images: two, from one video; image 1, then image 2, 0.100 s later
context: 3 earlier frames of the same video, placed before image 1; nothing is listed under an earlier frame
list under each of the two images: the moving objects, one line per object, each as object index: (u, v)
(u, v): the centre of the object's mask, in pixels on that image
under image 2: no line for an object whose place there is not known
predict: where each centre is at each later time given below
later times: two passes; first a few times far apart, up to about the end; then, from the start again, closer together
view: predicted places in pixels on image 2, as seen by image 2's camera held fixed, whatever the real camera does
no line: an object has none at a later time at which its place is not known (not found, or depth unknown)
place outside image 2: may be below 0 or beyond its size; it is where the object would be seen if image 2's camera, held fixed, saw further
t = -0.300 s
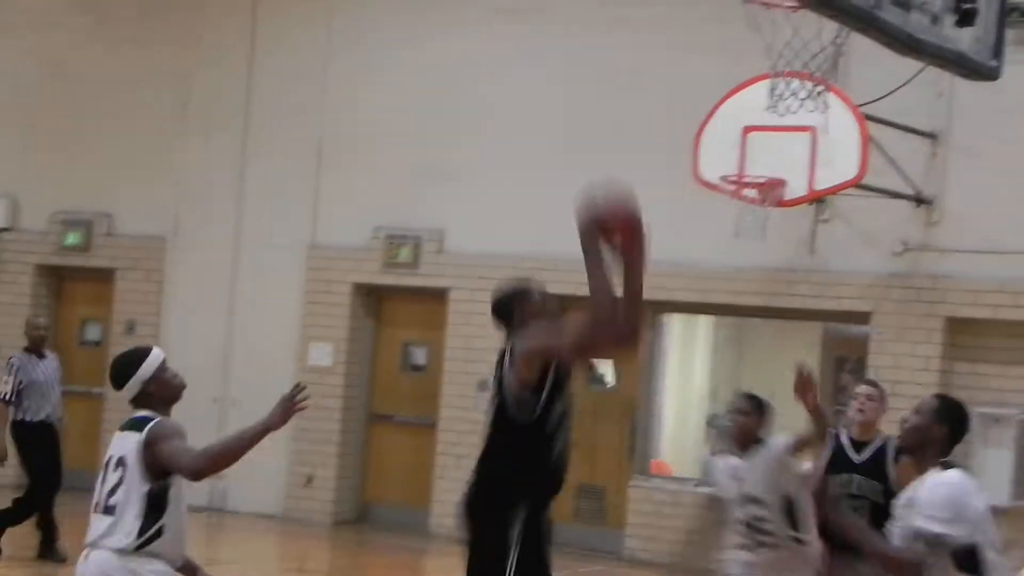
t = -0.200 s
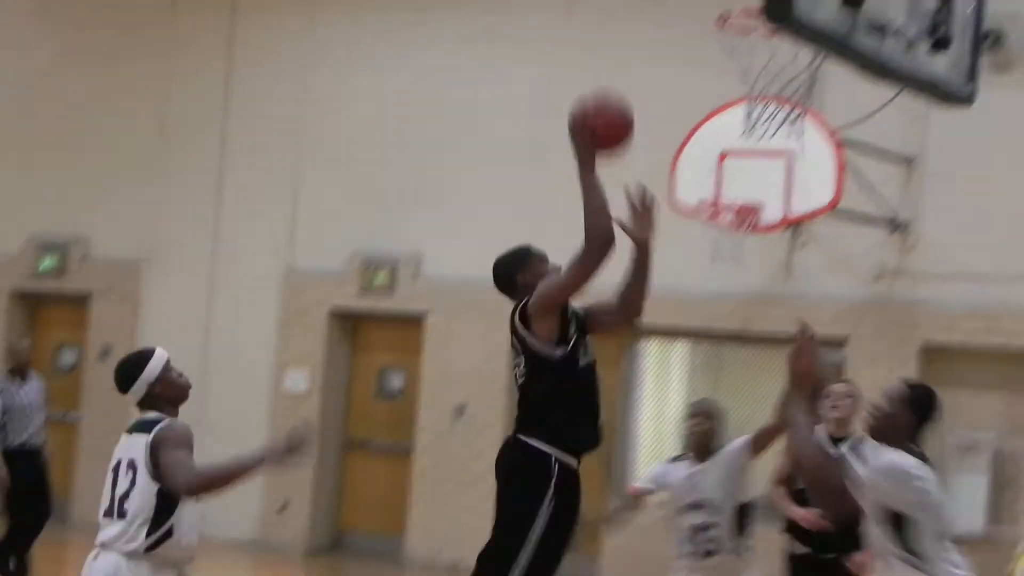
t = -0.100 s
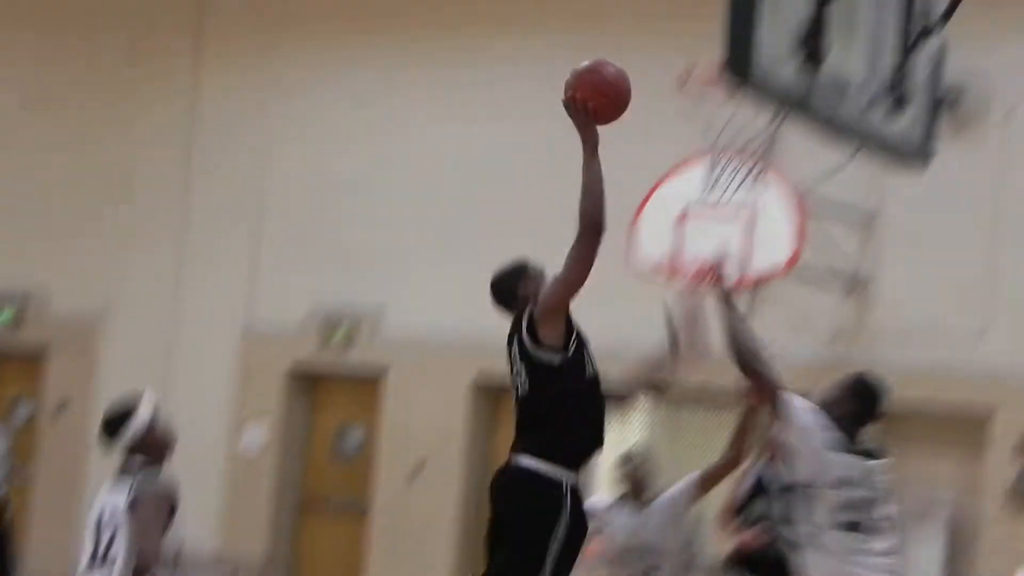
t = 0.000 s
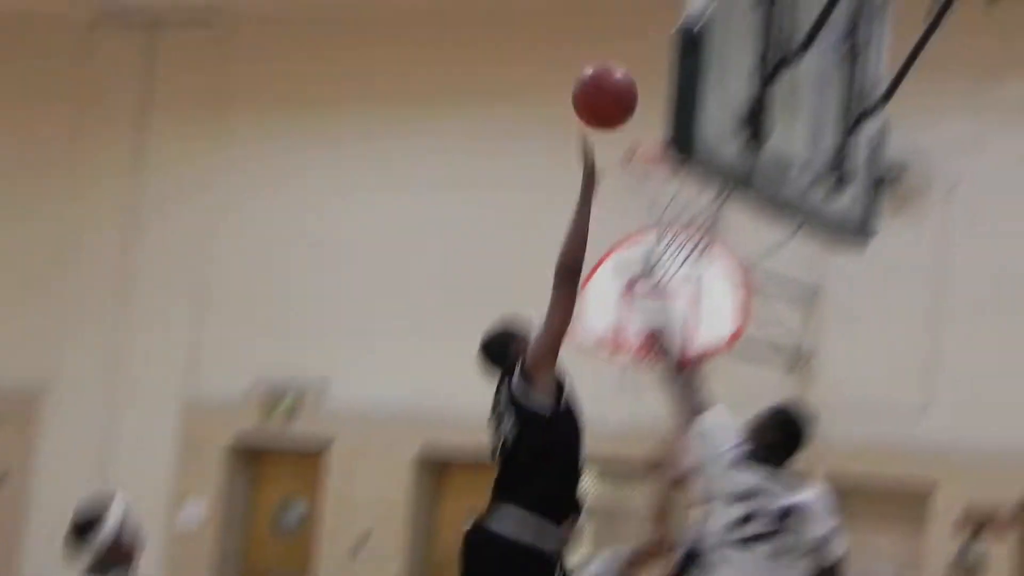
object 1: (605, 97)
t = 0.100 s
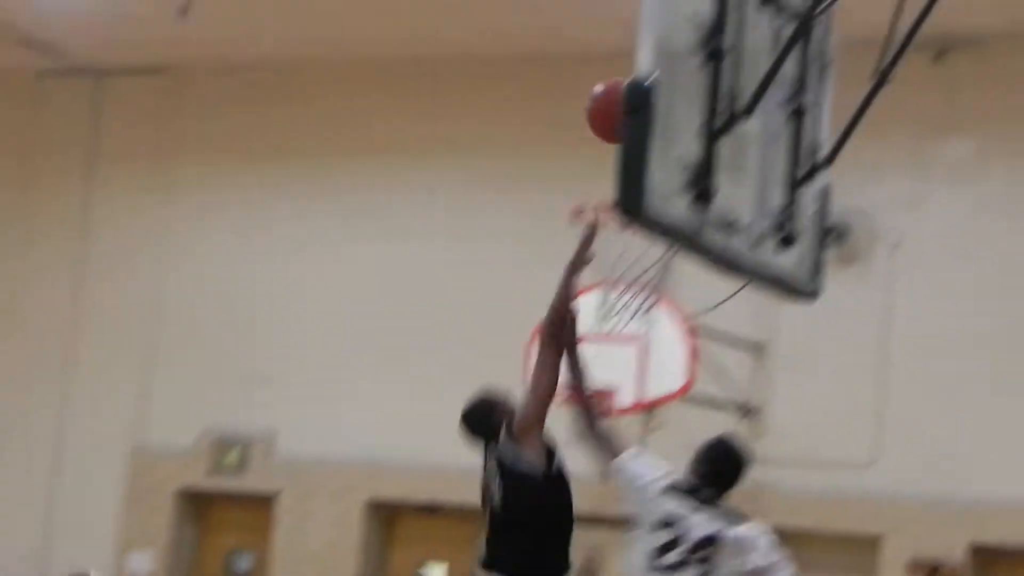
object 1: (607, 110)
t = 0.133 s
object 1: (618, 101)
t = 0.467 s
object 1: (597, 220)
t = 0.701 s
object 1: (662, 347)
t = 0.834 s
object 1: (685, 464)
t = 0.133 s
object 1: (618, 101)
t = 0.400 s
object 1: (602, 174)
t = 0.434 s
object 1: (597, 189)
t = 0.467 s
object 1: (597, 220)
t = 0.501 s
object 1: (608, 236)
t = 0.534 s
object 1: (621, 252)
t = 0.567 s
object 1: (635, 269)
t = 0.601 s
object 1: (643, 287)
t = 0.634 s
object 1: (650, 305)
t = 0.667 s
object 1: (656, 325)
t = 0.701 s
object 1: (662, 347)
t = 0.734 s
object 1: (669, 374)
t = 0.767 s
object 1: (674, 401)
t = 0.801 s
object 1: (679, 433)
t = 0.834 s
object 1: (685, 464)
